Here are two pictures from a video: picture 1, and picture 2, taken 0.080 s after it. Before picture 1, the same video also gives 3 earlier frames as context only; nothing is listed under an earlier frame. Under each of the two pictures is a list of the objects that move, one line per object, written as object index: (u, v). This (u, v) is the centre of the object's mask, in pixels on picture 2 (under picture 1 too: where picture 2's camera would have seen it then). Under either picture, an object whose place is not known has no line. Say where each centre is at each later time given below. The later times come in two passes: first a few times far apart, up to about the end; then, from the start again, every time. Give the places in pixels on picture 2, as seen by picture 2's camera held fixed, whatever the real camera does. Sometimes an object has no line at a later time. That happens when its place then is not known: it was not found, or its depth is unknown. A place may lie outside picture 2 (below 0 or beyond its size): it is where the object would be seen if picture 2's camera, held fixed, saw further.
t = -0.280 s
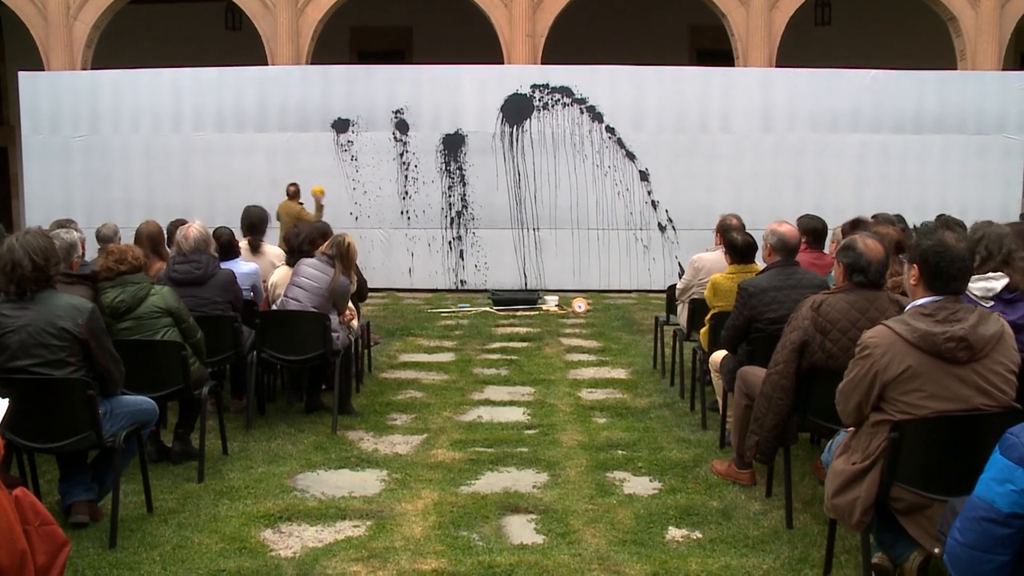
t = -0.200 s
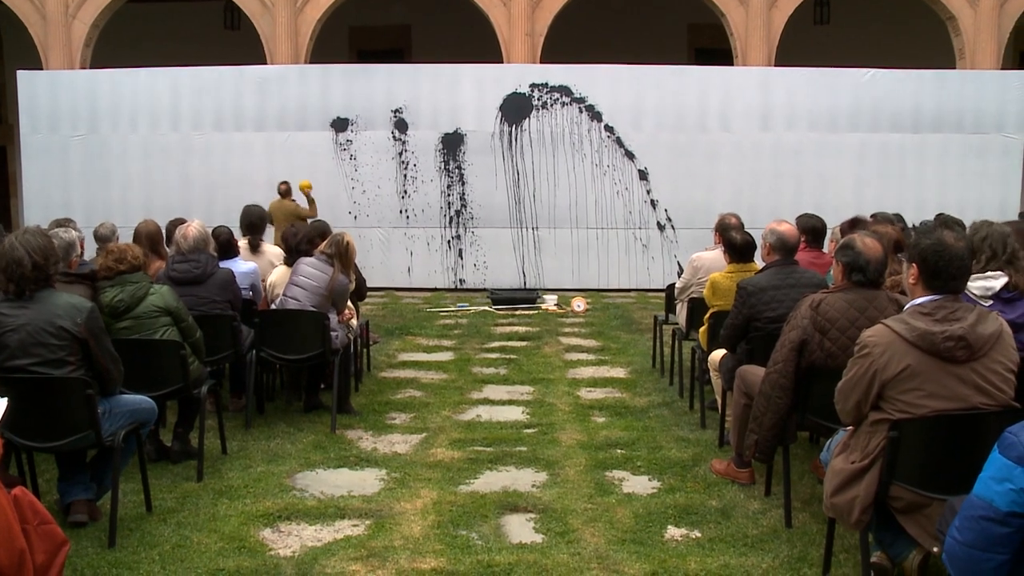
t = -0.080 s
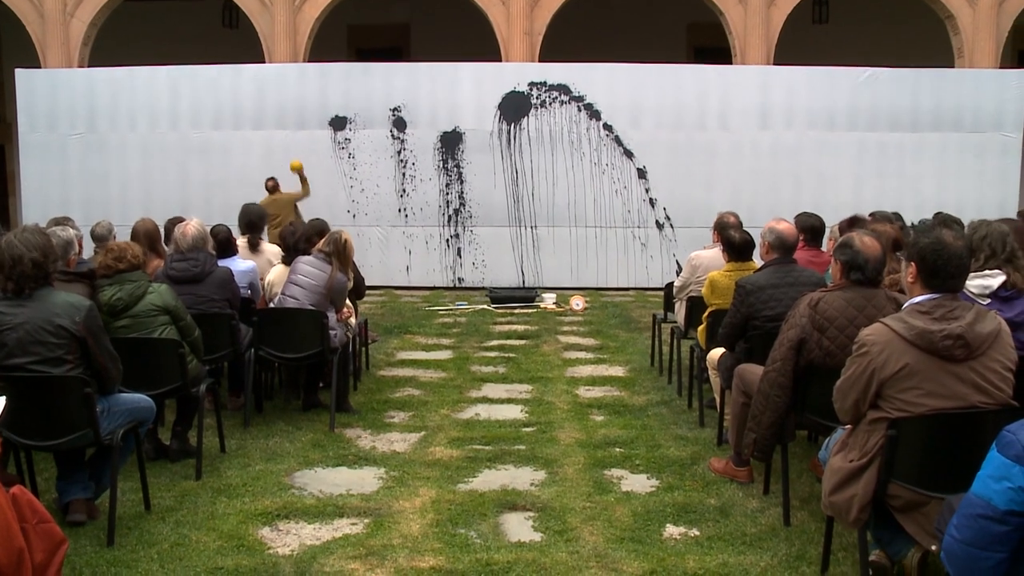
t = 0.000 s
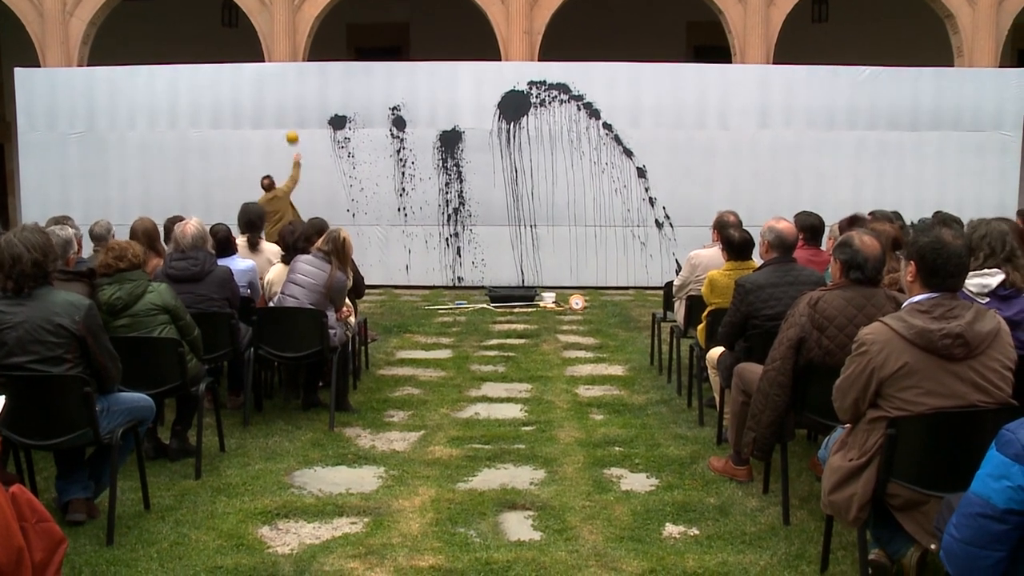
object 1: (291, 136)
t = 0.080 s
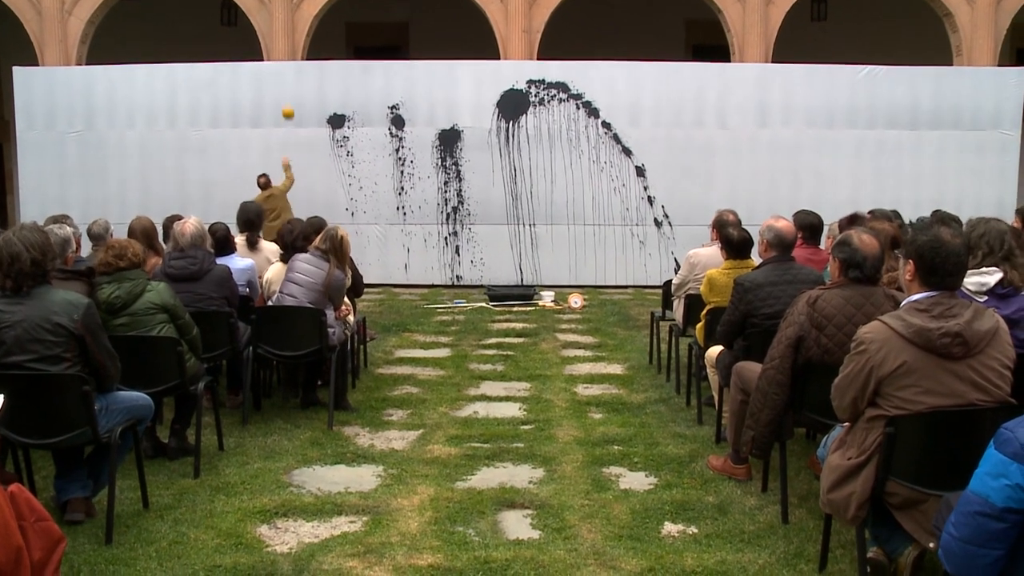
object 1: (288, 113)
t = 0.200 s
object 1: (284, 87)
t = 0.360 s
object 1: (280, 75)
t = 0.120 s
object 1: (286, 103)
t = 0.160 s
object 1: (286, 95)
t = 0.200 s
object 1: (284, 87)
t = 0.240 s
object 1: (283, 81)
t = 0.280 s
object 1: (282, 77)
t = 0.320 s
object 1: (281, 75)
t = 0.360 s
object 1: (280, 75)
